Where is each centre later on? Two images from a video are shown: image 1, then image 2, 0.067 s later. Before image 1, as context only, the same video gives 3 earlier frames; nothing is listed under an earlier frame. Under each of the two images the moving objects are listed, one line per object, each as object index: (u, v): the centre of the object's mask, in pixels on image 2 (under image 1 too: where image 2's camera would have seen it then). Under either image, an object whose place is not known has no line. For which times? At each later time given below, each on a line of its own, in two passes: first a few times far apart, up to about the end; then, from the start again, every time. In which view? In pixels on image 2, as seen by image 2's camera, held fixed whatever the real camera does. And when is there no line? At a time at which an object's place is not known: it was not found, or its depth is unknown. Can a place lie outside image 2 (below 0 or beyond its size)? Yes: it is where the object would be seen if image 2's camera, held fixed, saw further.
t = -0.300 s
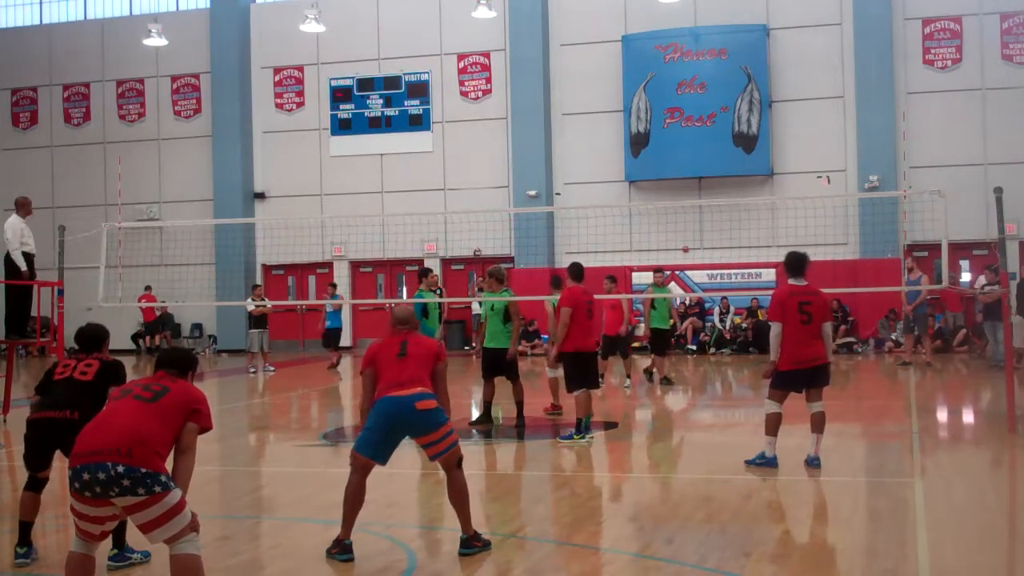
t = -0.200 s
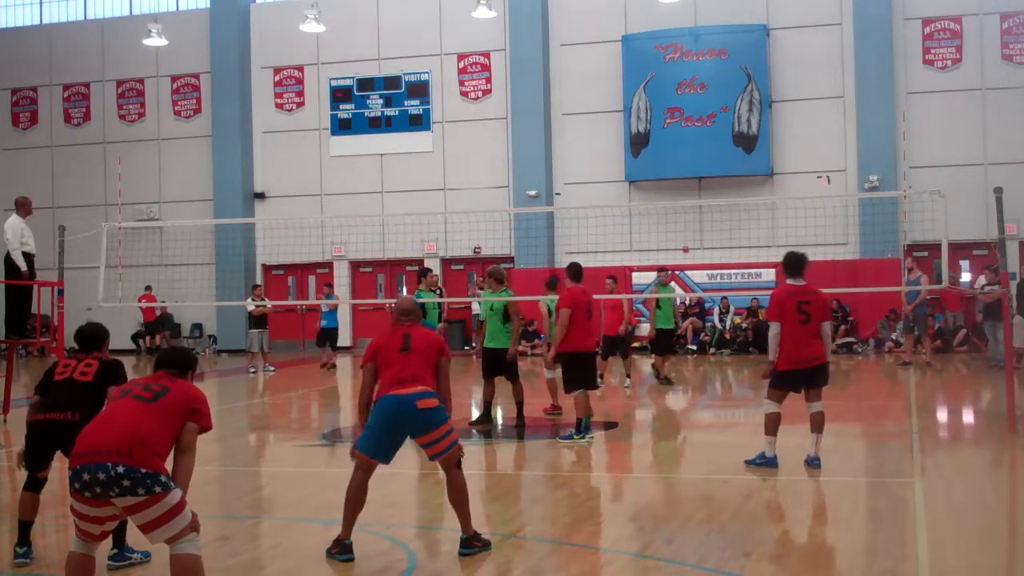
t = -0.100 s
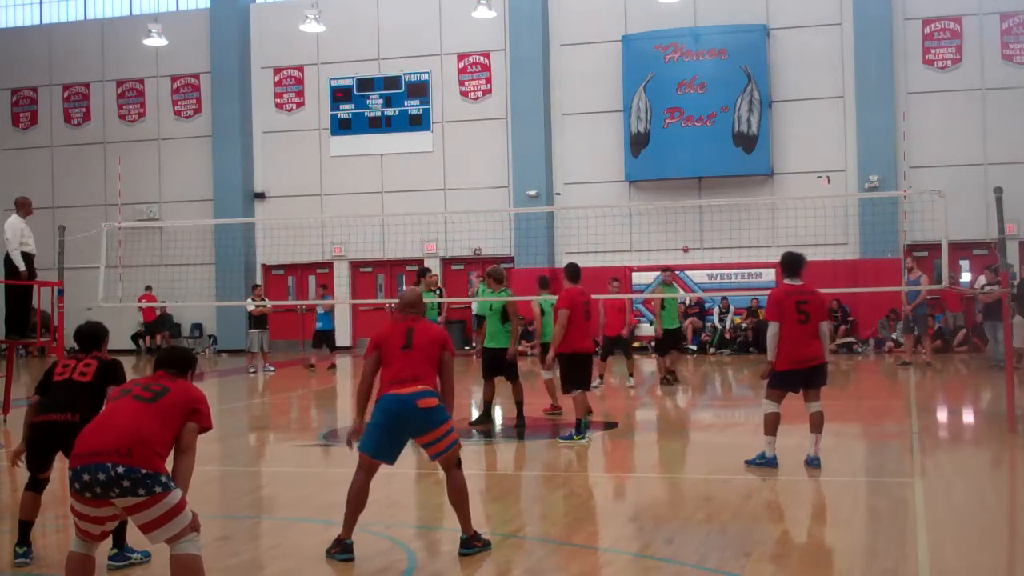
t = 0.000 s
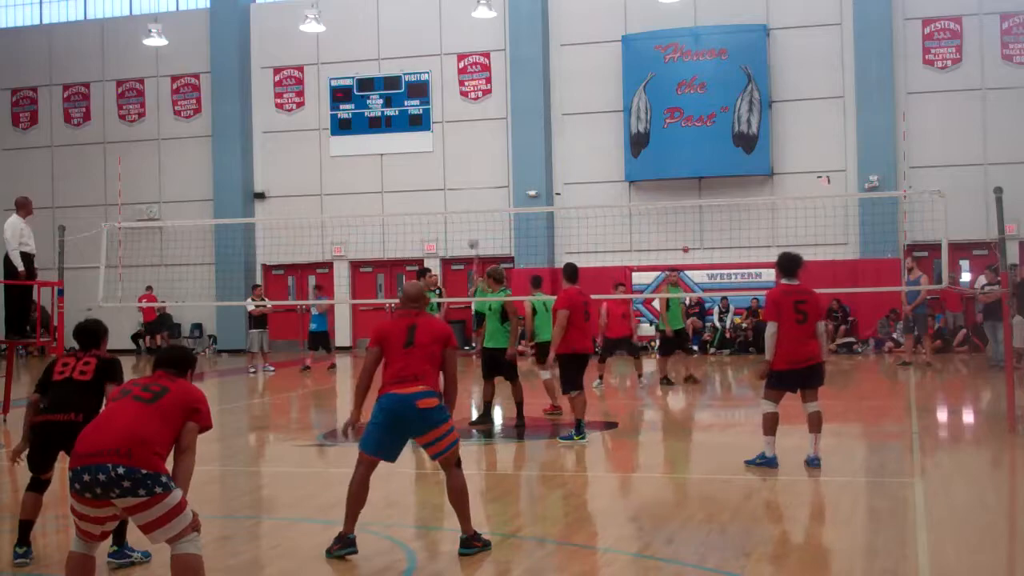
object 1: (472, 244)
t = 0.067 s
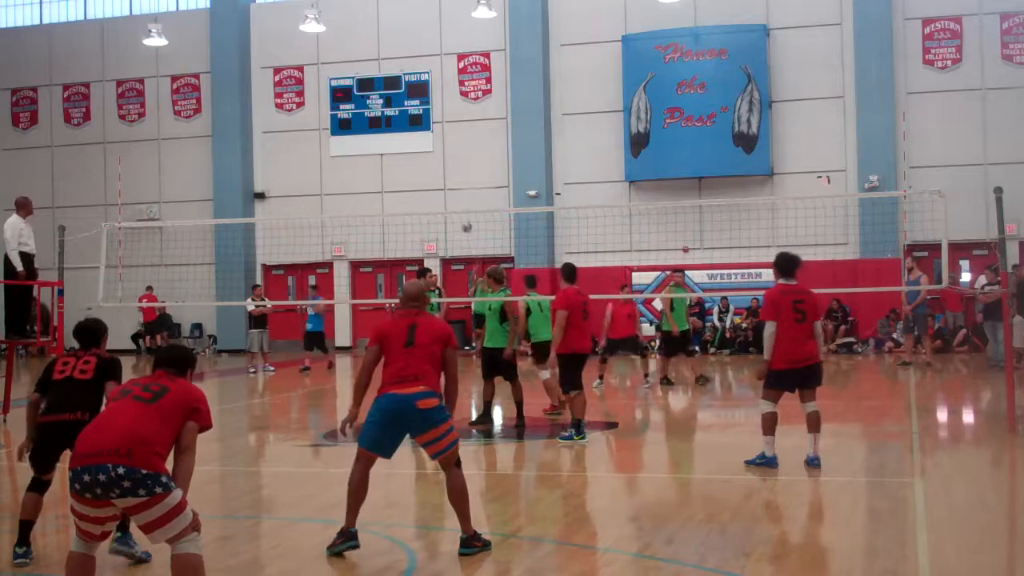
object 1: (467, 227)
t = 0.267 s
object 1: (440, 180)
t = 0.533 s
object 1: (394, 130)
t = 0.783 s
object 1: (337, 128)
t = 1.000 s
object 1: (261, 194)
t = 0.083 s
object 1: (465, 223)
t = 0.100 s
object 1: (463, 219)
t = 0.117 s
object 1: (461, 217)
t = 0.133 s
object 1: (459, 211)
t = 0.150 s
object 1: (456, 205)
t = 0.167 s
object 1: (454, 202)
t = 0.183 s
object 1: (452, 198)
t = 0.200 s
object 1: (450, 195)
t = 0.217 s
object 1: (447, 192)
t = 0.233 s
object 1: (445, 186)
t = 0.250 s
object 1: (442, 184)
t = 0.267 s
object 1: (440, 180)
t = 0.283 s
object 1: (438, 176)
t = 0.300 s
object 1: (435, 173)
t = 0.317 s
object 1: (432, 169)
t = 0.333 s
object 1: (429, 166)
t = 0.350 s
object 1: (427, 161)
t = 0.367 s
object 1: (424, 159)
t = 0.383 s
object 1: (421, 155)
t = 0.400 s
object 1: (418, 152)
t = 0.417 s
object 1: (415, 148)
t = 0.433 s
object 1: (412, 146)
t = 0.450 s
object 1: (409, 143)
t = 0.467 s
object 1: (405, 140)
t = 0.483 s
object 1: (403, 137)
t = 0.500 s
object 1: (401, 135)
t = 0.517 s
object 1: (397, 133)
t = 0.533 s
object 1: (394, 130)
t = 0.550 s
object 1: (390, 128)
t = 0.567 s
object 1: (387, 126)
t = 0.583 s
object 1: (381, 123)
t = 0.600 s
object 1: (379, 123)
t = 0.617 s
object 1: (377, 122)
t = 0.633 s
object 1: (373, 121)
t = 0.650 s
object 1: (370, 121)
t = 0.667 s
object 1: (368, 121)
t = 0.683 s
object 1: (363, 121)
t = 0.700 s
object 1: (359, 122)
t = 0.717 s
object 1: (354, 122)
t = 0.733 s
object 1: (350, 123)
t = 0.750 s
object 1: (346, 124)
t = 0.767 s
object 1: (341, 125)
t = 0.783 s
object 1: (337, 128)
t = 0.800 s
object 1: (333, 133)
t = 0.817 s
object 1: (328, 135)
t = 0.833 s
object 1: (323, 138)
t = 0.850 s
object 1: (318, 141)
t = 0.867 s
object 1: (312, 144)
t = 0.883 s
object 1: (307, 149)
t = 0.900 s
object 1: (301, 154)
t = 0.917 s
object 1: (296, 159)
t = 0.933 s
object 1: (289, 165)
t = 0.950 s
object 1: (281, 172)
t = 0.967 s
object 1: (275, 179)
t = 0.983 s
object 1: (267, 187)
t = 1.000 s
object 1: (261, 194)
